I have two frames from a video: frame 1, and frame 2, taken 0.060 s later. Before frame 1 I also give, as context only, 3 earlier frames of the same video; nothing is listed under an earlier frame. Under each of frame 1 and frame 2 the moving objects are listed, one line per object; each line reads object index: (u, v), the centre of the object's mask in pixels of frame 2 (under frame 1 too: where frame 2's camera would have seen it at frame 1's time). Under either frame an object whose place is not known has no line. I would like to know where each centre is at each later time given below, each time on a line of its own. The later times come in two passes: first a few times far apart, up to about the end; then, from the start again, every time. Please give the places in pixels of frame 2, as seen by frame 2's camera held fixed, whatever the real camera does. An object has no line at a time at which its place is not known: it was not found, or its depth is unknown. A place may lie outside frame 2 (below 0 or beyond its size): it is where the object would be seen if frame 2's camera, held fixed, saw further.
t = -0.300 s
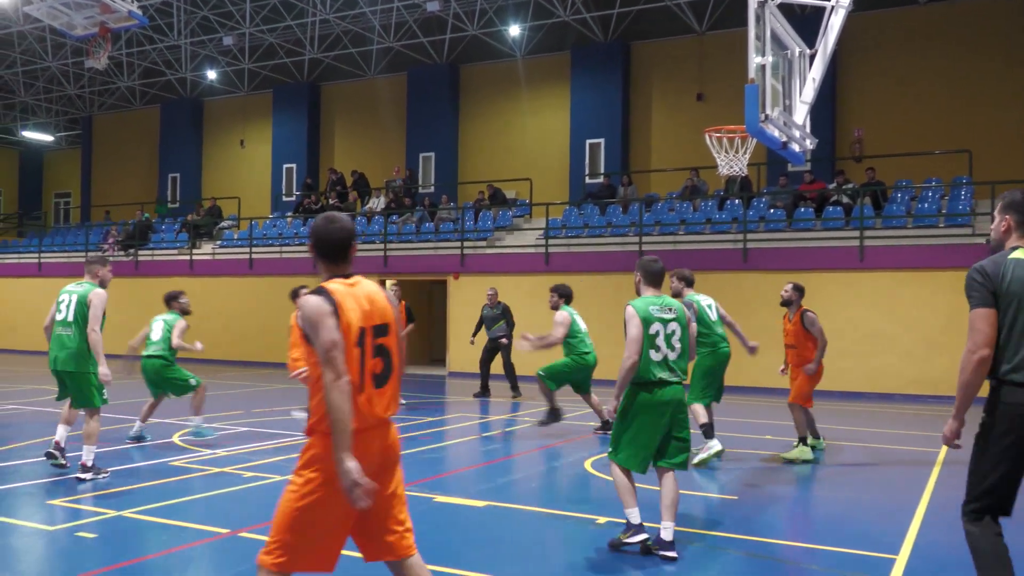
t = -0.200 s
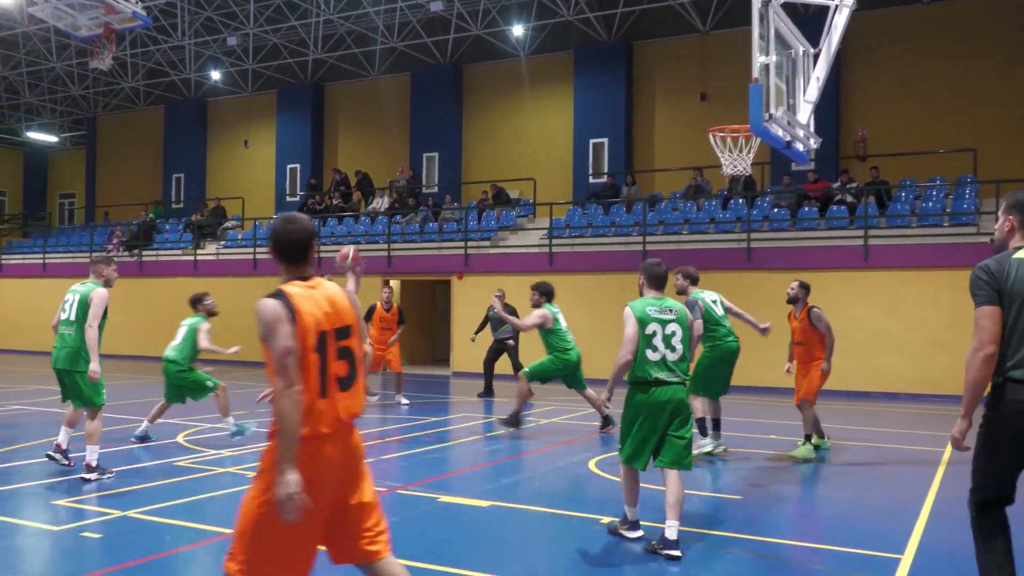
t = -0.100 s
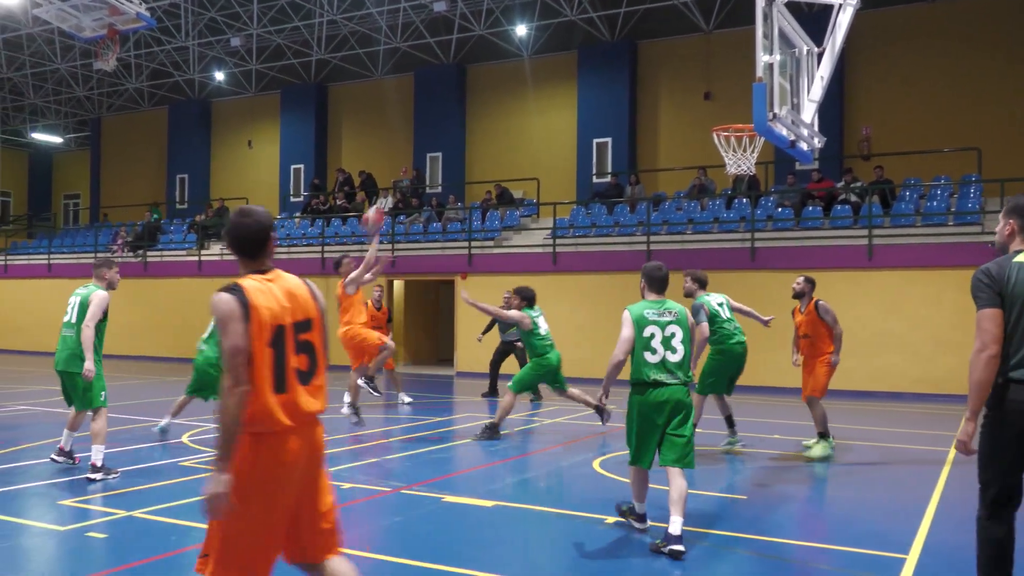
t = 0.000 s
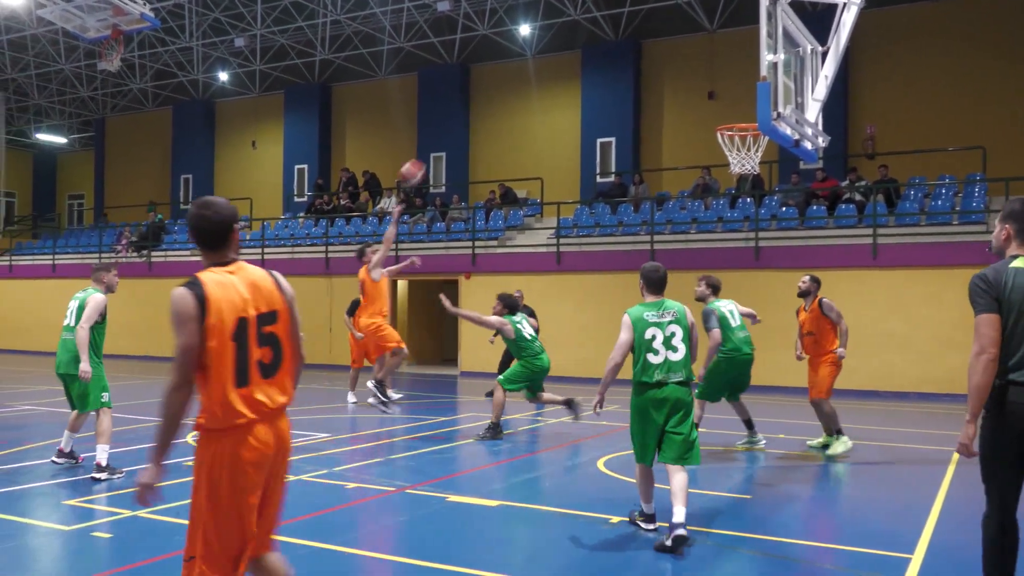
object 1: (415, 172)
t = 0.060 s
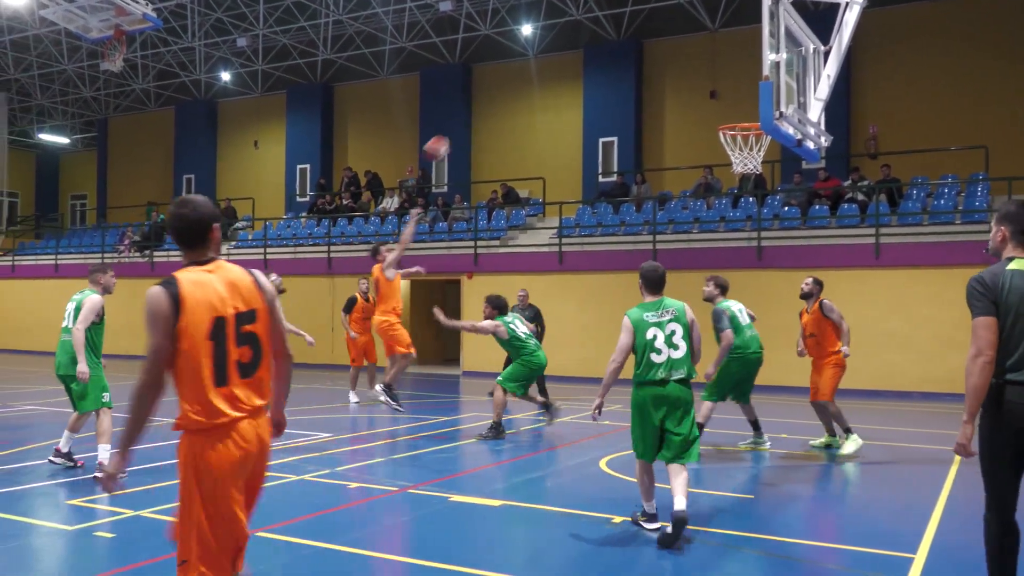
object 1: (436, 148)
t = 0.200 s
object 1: (490, 104)
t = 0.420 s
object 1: (580, 68)
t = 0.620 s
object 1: (666, 78)
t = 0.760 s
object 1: (730, 109)
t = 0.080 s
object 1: (444, 141)
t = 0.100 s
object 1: (452, 134)
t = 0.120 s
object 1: (460, 128)
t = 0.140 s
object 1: (467, 121)
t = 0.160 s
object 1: (475, 115)
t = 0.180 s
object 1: (483, 109)
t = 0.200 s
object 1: (490, 104)
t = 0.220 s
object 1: (498, 99)
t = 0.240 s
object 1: (507, 94)
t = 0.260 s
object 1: (514, 90)
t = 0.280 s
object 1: (523, 86)
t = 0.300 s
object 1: (531, 82)
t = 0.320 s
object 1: (539, 79)
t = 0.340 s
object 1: (547, 76)
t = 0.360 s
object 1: (555, 74)
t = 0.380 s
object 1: (563, 71)
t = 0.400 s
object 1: (572, 69)
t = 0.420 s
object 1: (580, 68)
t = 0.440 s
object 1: (589, 68)
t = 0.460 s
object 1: (597, 67)
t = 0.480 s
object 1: (604, 67)
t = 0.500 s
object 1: (613, 67)
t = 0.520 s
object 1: (622, 68)
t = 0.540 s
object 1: (630, 69)
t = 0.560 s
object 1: (639, 71)
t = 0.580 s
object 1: (647, 72)
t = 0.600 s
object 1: (656, 74)
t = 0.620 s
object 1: (666, 78)
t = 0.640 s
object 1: (675, 81)
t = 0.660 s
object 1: (684, 84)
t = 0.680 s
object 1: (693, 88)
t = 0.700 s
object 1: (702, 93)
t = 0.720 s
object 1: (711, 98)
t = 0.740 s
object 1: (721, 104)
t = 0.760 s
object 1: (730, 109)
